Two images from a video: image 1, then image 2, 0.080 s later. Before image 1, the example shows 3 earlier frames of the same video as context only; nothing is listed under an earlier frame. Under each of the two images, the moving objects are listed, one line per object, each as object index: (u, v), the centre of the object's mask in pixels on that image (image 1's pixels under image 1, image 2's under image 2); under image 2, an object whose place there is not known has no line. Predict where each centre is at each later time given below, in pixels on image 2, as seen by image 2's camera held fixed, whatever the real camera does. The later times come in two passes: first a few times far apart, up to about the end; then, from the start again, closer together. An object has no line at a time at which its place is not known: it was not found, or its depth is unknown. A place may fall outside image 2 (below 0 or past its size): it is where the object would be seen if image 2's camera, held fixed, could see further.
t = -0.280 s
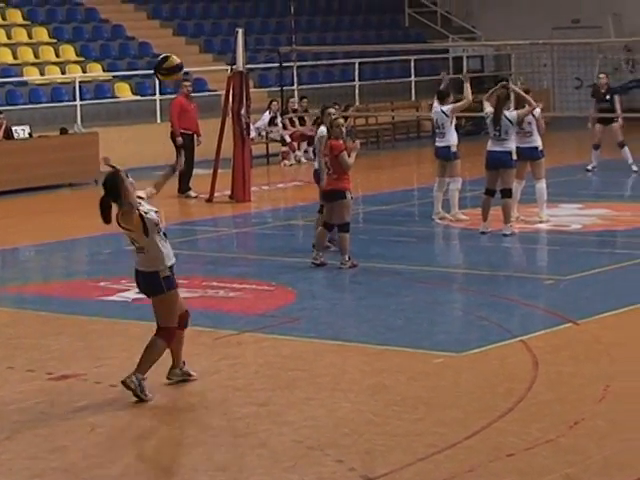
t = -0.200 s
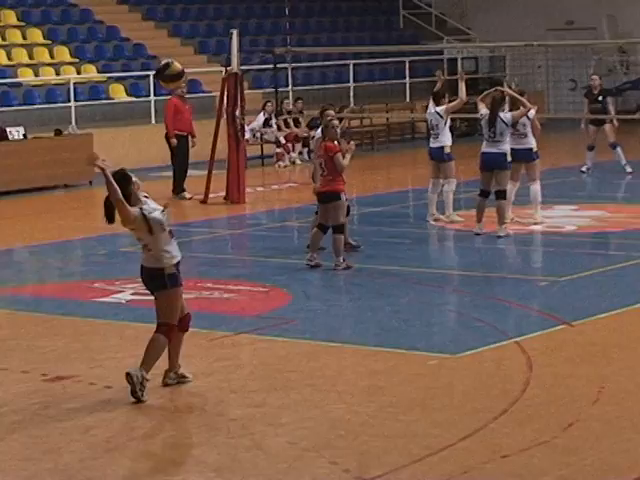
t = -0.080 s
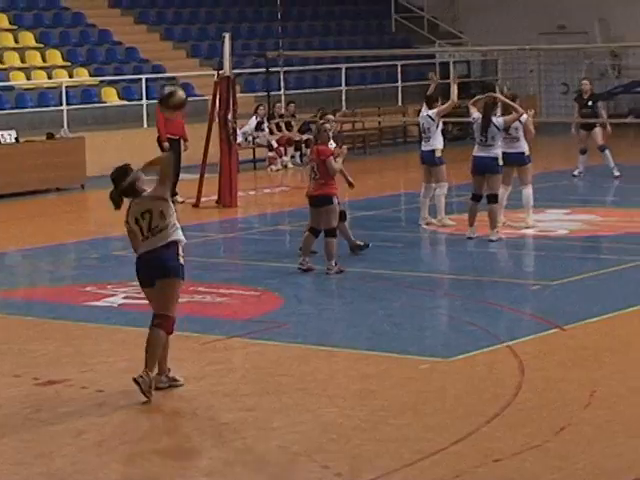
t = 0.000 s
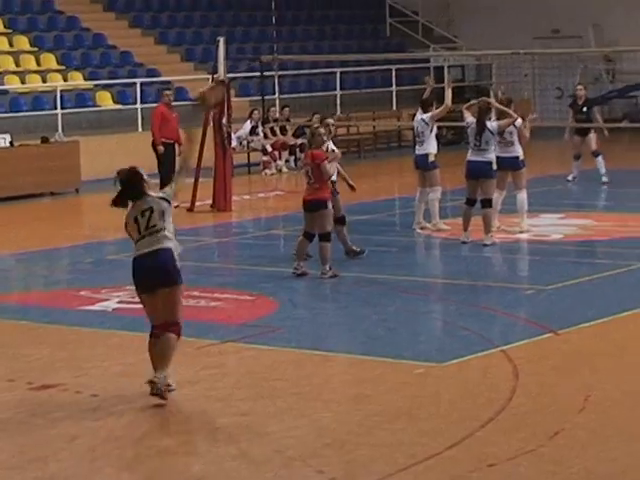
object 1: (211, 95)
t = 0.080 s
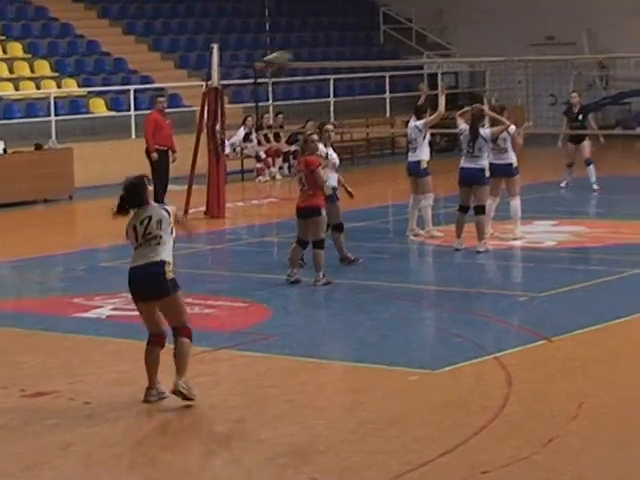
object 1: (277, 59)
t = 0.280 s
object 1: (412, 6)
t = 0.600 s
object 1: (549, 2)
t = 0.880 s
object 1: (626, 49)
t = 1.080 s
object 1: (672, 100)
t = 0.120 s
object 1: (309, 46)
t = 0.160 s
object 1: (338, 34)
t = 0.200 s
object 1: (365, 23)
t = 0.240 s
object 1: (390, 12)
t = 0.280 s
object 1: (412, 6)
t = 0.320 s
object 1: (434, 2)
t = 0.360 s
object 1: (454, -1)
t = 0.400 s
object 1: (472, -3)
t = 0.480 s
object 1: (507, -5)
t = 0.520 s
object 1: (522, -4)
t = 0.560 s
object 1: (535, -2)
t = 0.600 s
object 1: (549, 2)
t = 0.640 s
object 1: (561, 7)
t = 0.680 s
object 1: (572, 13)
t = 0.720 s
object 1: (585, 20)
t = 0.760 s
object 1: (595, 27)
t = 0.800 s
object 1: (605, 34)
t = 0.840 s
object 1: (616, 42)
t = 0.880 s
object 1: (626, 49)
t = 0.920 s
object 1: (635, 61)
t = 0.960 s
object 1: (646, 71)
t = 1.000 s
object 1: (654, 80)
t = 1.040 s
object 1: (664, 89)
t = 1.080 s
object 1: (672, 100)
